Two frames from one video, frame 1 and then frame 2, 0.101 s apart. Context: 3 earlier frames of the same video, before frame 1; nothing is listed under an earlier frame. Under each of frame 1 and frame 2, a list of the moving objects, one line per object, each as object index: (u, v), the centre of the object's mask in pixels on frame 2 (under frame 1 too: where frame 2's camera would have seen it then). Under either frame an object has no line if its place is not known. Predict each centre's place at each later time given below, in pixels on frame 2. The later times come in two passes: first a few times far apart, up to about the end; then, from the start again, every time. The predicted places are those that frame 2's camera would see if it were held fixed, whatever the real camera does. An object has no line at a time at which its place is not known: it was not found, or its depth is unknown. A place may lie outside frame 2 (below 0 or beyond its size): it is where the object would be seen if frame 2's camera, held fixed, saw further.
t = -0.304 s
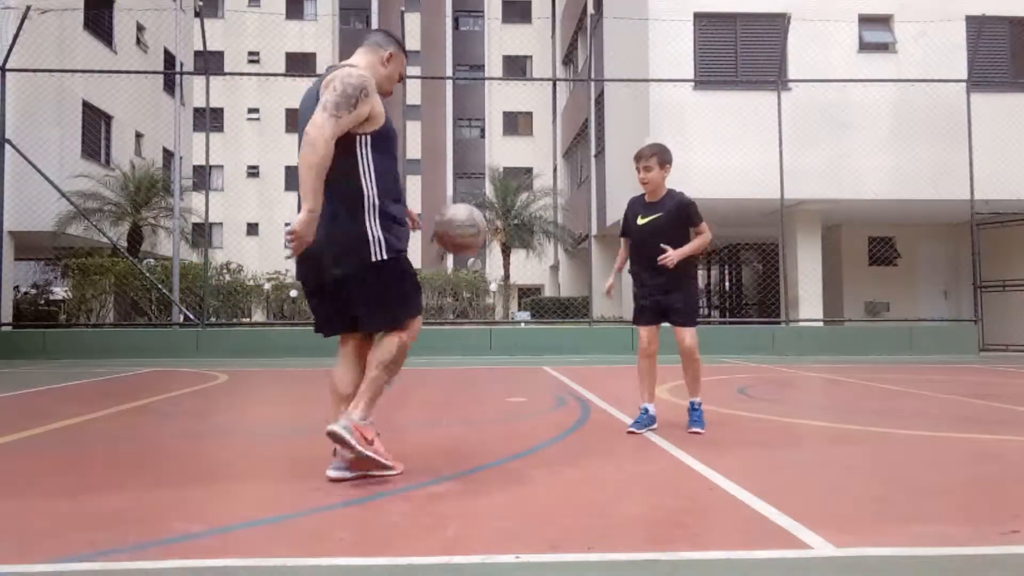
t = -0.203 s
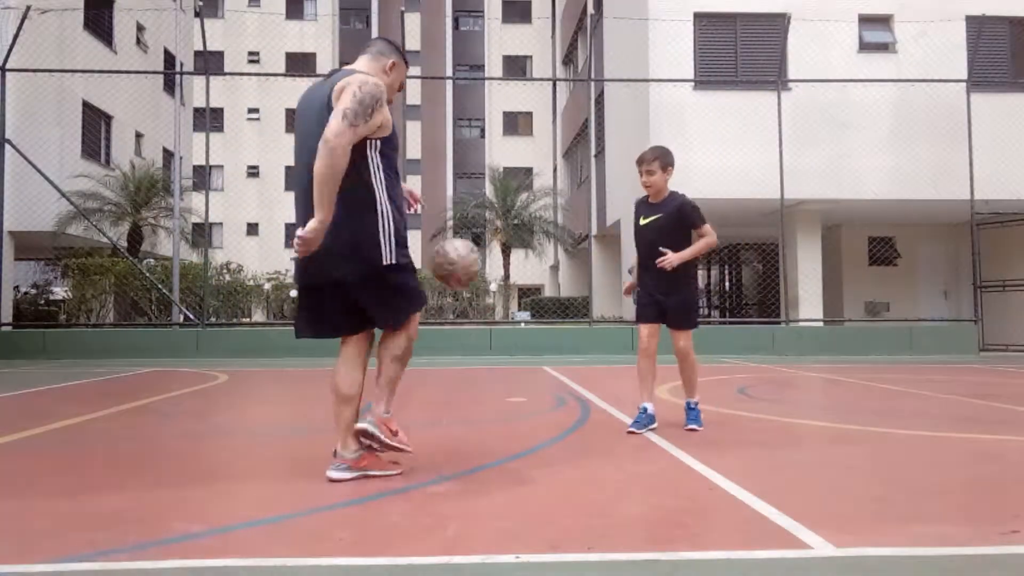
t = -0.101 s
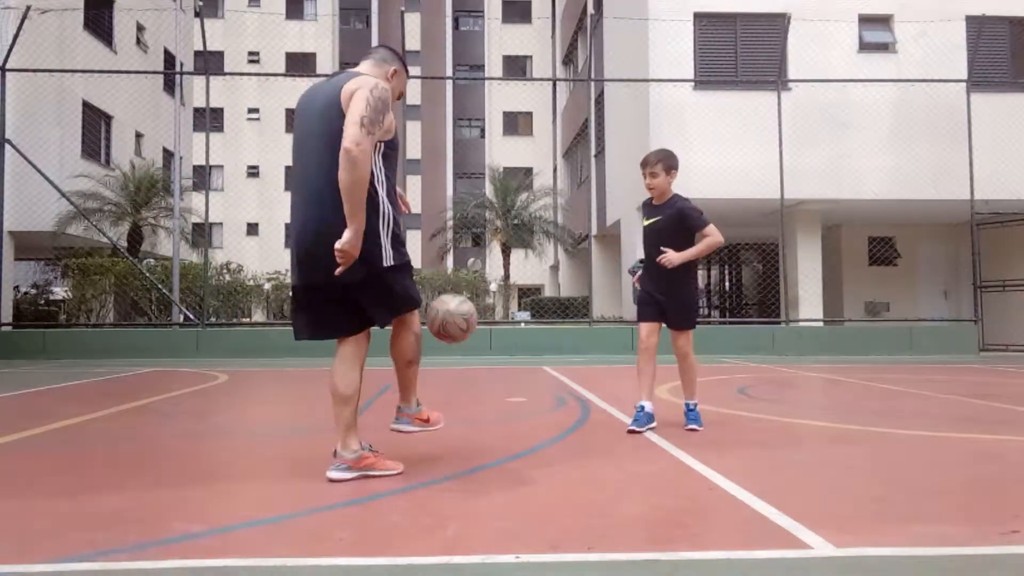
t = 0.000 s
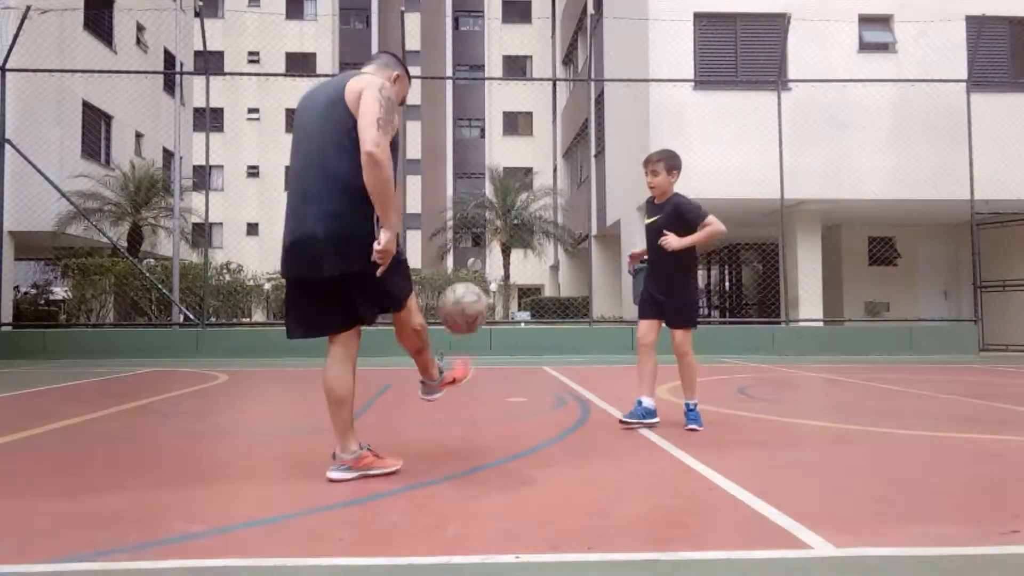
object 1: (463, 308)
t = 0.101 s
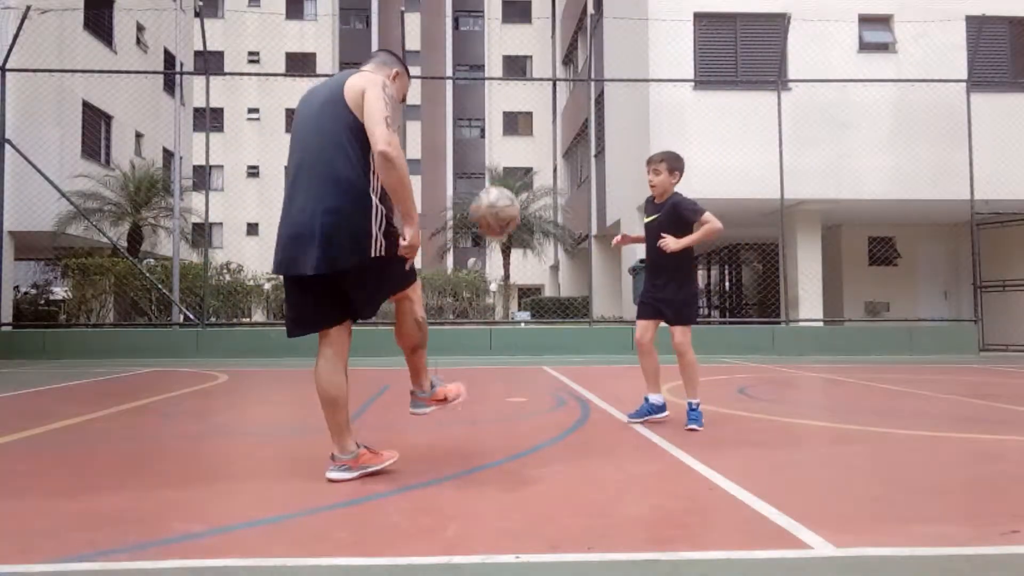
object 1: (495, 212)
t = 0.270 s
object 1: (544, 114)
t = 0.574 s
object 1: (623, 101)
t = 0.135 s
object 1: (505, 185)
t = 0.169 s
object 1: (515, 164)
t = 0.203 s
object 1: (525, 144)
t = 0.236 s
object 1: (534, 128)
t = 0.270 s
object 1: (544, 114)
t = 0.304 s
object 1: (553, 102)
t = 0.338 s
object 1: (563, 94)
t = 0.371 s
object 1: (572, 87)
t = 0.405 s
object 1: (581, 84)
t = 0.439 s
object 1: (589, 83)
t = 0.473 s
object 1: (599, 84)
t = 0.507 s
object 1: (607, 88)
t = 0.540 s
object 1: (616, 94)
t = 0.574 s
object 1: (623, 101)
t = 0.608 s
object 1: (633, 110)
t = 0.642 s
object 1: (641, 123)
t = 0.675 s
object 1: (649, 136)
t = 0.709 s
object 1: (657, 152)
